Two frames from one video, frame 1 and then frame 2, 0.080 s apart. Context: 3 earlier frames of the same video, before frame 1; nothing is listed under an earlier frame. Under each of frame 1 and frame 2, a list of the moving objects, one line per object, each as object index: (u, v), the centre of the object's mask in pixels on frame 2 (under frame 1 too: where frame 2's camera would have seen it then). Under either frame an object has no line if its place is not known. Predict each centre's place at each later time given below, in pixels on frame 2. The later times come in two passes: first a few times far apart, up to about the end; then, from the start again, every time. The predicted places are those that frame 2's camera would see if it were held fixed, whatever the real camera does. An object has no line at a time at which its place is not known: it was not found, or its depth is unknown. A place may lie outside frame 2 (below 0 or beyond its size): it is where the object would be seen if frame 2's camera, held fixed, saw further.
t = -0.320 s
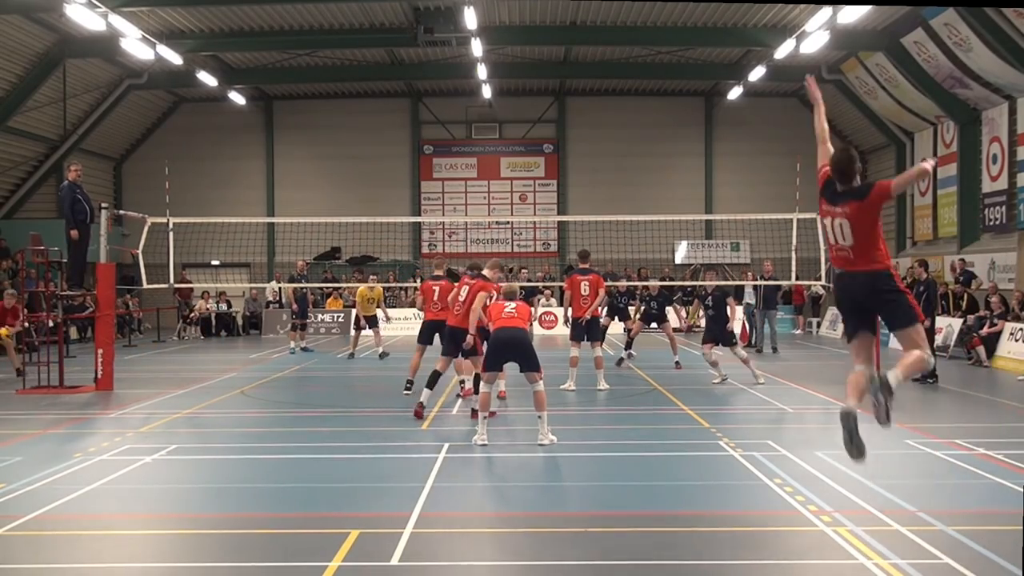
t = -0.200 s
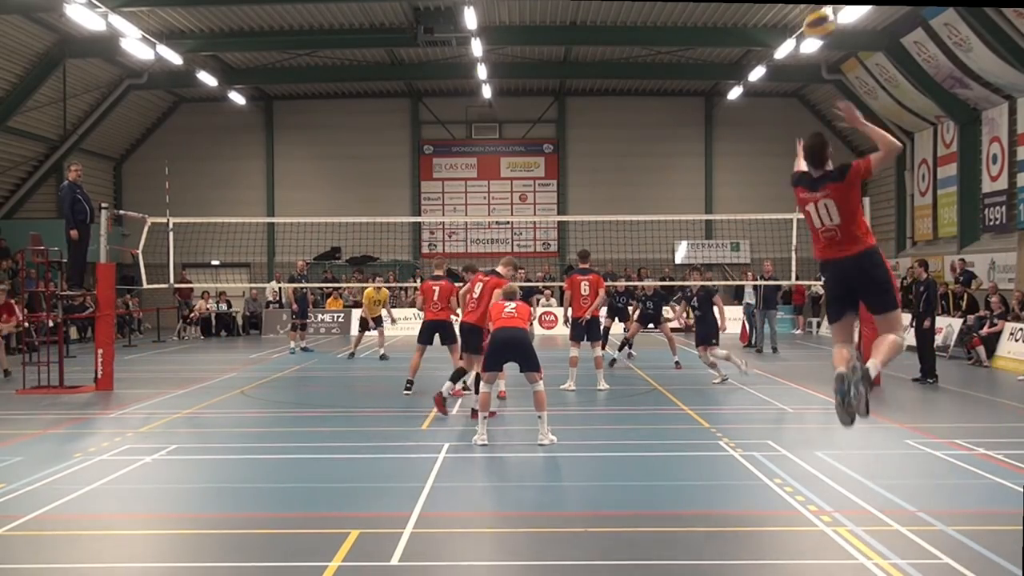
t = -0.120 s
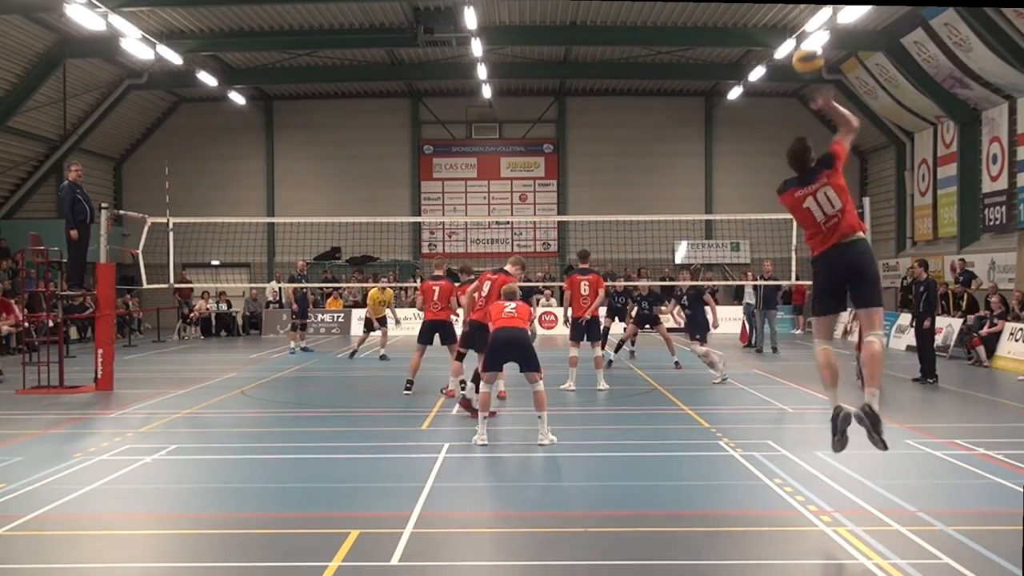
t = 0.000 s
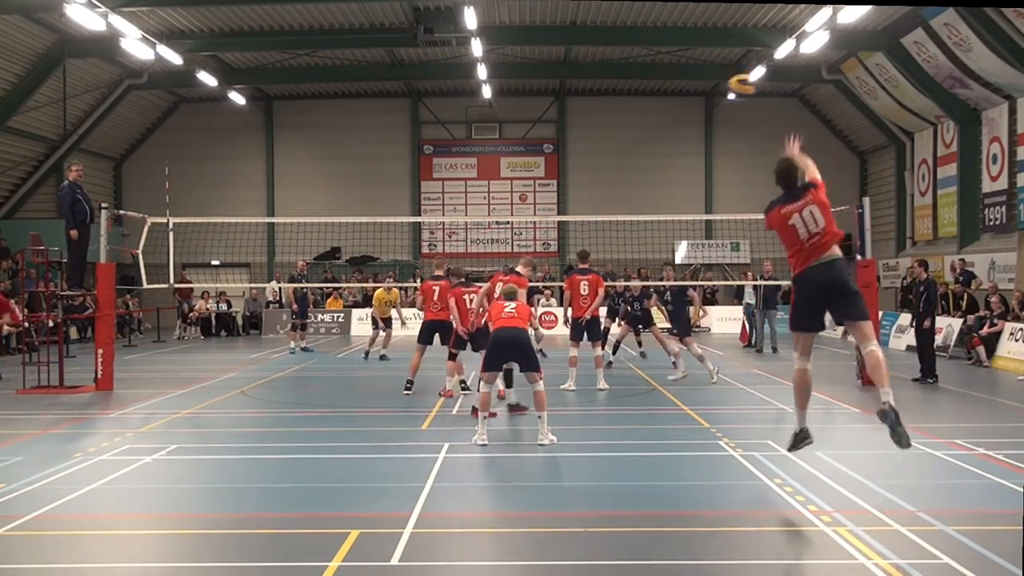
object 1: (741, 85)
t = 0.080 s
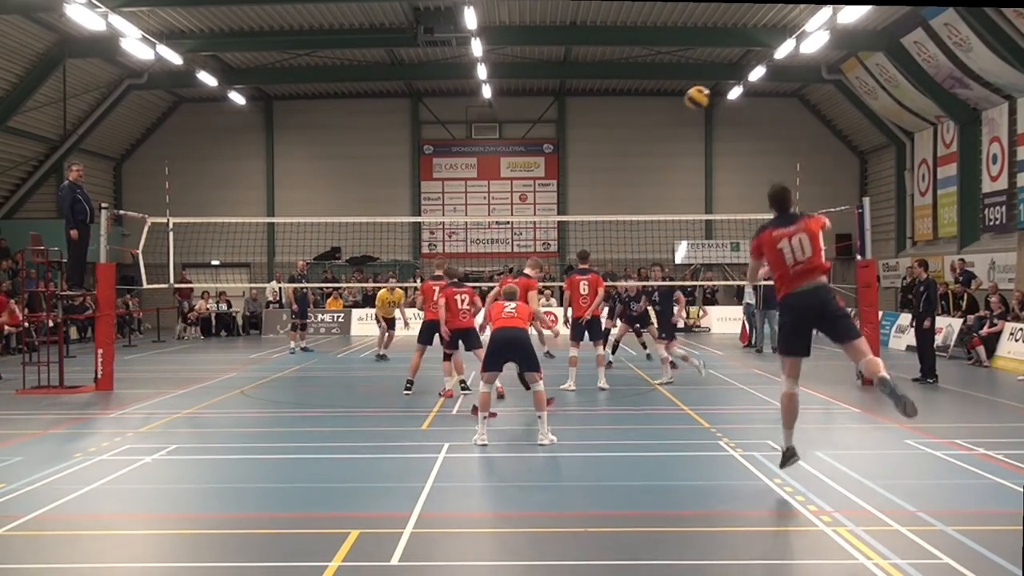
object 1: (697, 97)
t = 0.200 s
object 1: (647, 118)
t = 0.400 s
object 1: (592, 160)
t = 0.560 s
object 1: (563, 197)
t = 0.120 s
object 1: (678, 104)
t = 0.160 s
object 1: (662, 111)
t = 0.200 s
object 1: (647, 118)
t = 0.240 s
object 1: (634, 126)
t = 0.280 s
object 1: (621, 134)
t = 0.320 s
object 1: (610, 142)
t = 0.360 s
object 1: (601, 151)
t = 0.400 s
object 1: (592, 160)
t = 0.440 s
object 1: (584, 169)
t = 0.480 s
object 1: (577, 178)
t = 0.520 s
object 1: (569, 187)
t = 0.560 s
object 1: (563, 197)
